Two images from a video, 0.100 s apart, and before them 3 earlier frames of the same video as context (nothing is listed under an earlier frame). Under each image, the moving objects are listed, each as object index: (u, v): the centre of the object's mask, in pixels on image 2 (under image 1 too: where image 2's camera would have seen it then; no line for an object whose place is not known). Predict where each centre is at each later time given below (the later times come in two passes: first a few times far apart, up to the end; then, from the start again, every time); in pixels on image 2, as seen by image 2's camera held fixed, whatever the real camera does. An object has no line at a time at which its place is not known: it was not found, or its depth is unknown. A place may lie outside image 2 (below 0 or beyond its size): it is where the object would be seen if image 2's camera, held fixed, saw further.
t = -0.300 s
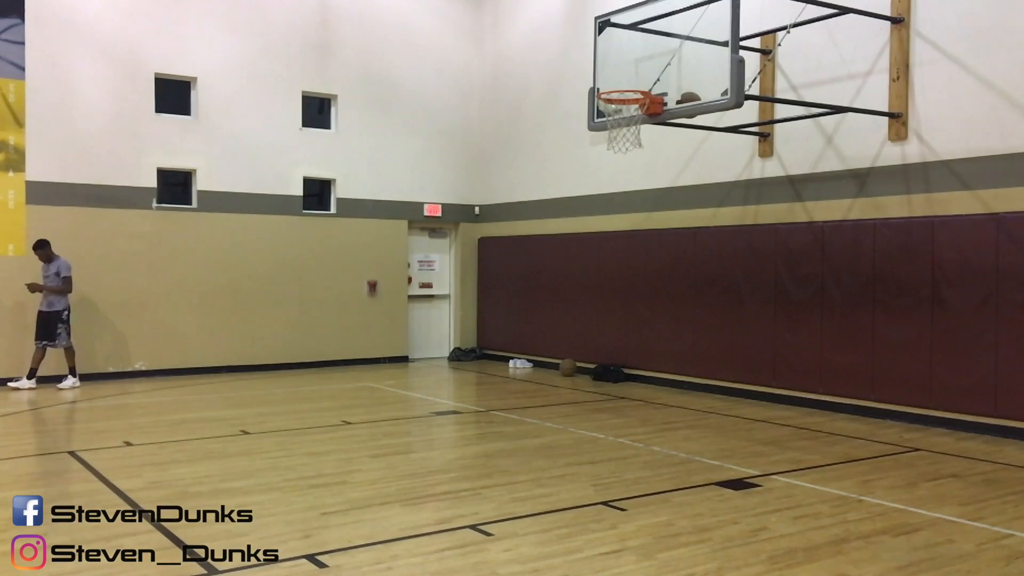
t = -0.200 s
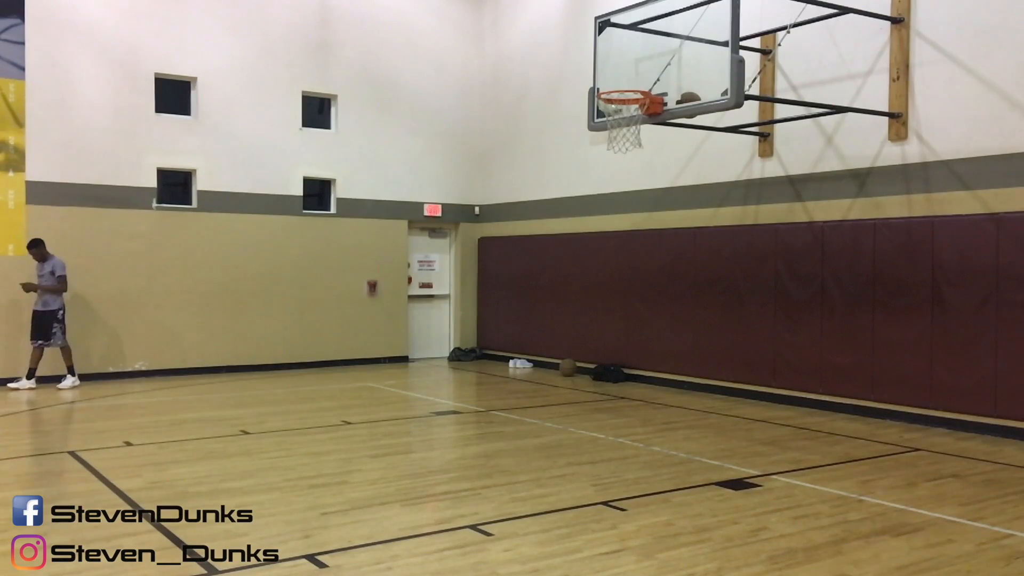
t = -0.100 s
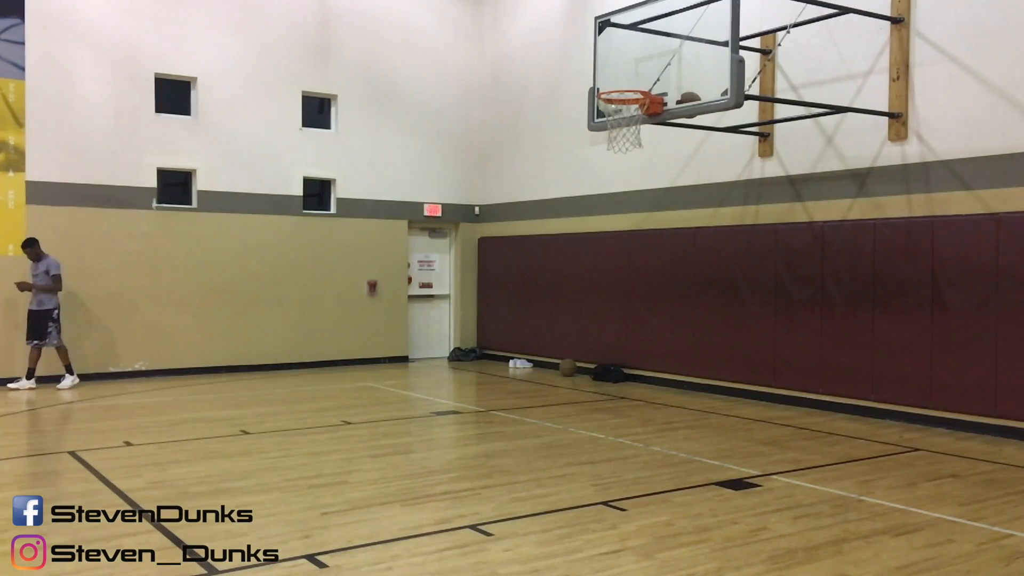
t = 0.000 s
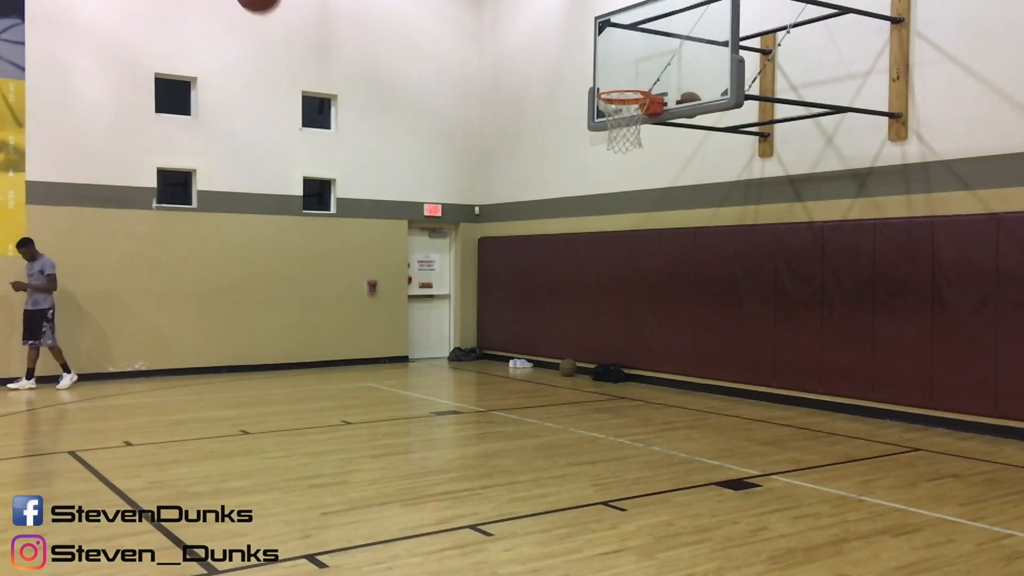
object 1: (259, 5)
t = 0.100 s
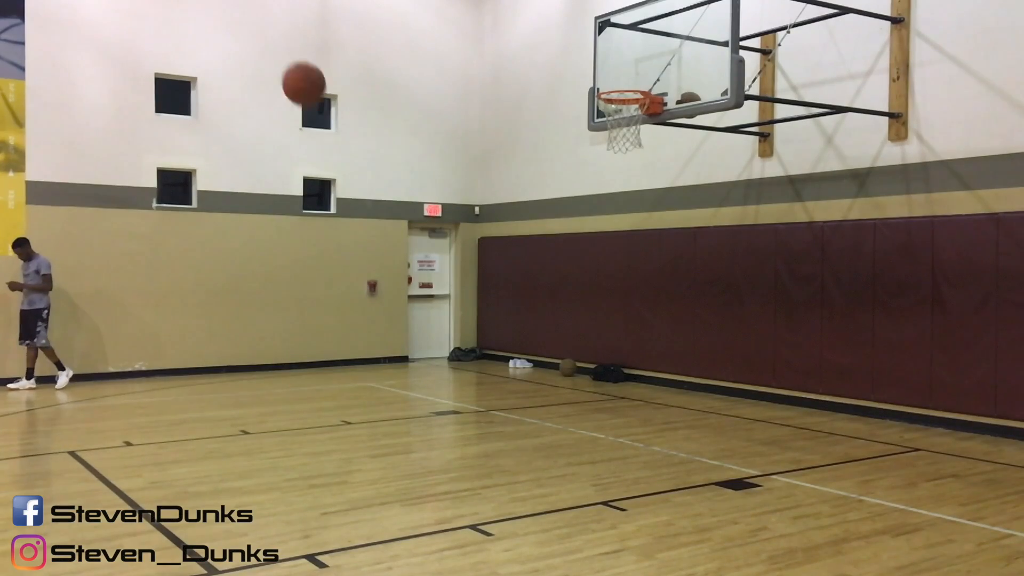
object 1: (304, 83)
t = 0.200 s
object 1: (345, 183)
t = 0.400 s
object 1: (415, 395)
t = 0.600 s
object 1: (447, 356)
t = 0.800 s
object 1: (464, 235)
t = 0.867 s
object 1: (470, 208)
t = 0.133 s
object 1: (318, 117)
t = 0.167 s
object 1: (332, 150)
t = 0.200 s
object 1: (345, 183)
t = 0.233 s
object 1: (358, 218)
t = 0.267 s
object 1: (370, 252)
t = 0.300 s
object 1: (382, 288)
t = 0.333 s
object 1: (393, 323)
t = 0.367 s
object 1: (405, 359)
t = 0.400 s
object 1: (415, 395)
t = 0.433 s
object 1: (425, 432)
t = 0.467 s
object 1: (435, 468)
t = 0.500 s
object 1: (438, 439)
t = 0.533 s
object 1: (441, 410)
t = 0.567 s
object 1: (444, 382)
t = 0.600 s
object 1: (447, 356)
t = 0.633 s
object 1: (450, 331)
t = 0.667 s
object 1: (453, 309)
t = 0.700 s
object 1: (456, 288)
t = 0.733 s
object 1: (459, 269)
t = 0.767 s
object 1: (462, 252)
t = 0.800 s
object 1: (464, 235)
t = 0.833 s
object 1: (467, 221)
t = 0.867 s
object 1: (470, 208)
